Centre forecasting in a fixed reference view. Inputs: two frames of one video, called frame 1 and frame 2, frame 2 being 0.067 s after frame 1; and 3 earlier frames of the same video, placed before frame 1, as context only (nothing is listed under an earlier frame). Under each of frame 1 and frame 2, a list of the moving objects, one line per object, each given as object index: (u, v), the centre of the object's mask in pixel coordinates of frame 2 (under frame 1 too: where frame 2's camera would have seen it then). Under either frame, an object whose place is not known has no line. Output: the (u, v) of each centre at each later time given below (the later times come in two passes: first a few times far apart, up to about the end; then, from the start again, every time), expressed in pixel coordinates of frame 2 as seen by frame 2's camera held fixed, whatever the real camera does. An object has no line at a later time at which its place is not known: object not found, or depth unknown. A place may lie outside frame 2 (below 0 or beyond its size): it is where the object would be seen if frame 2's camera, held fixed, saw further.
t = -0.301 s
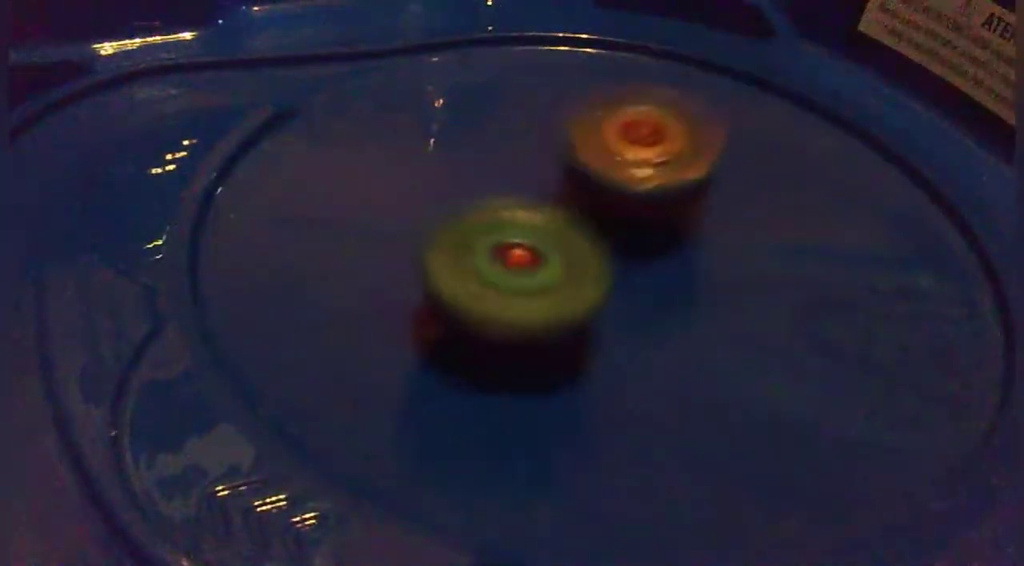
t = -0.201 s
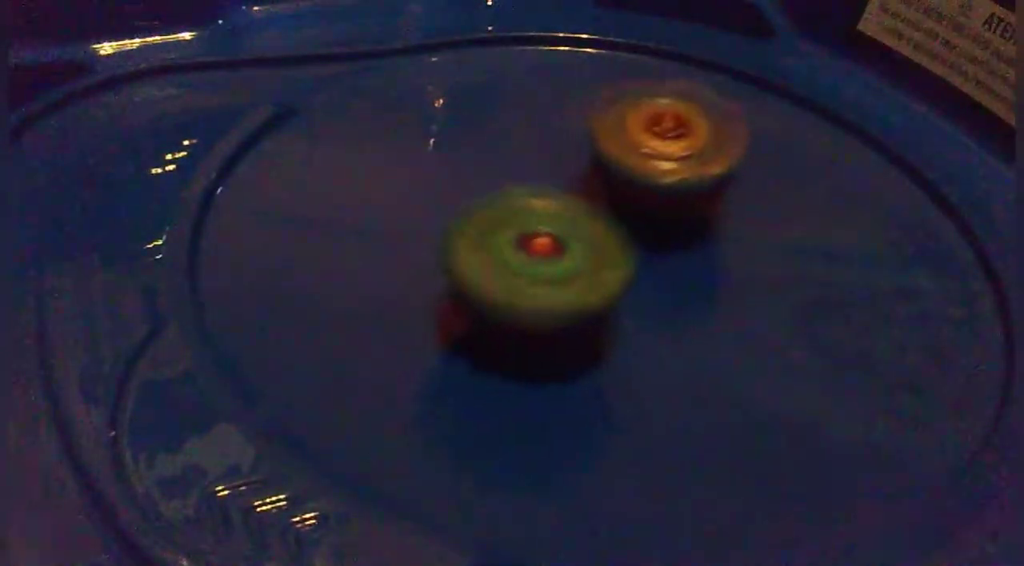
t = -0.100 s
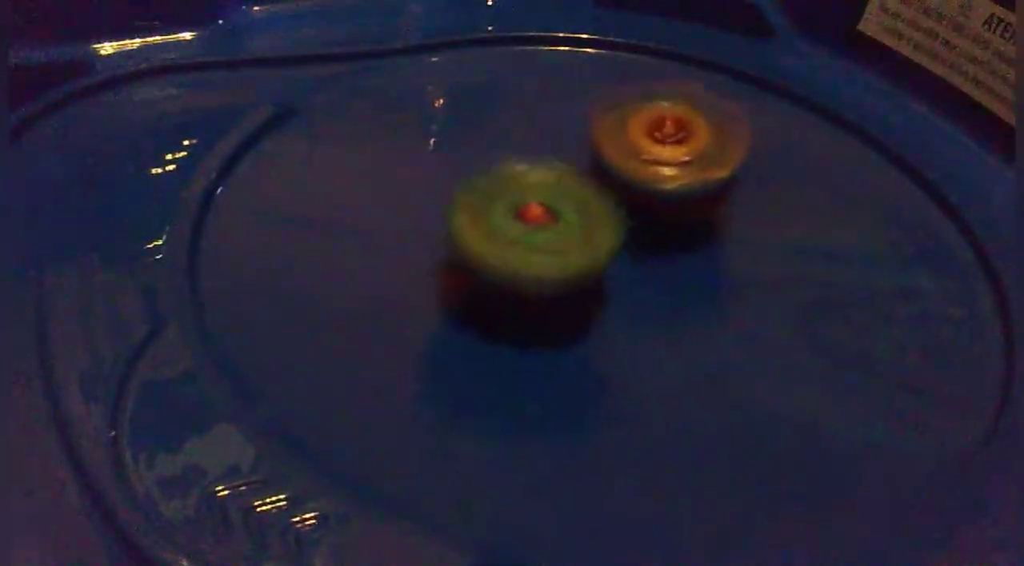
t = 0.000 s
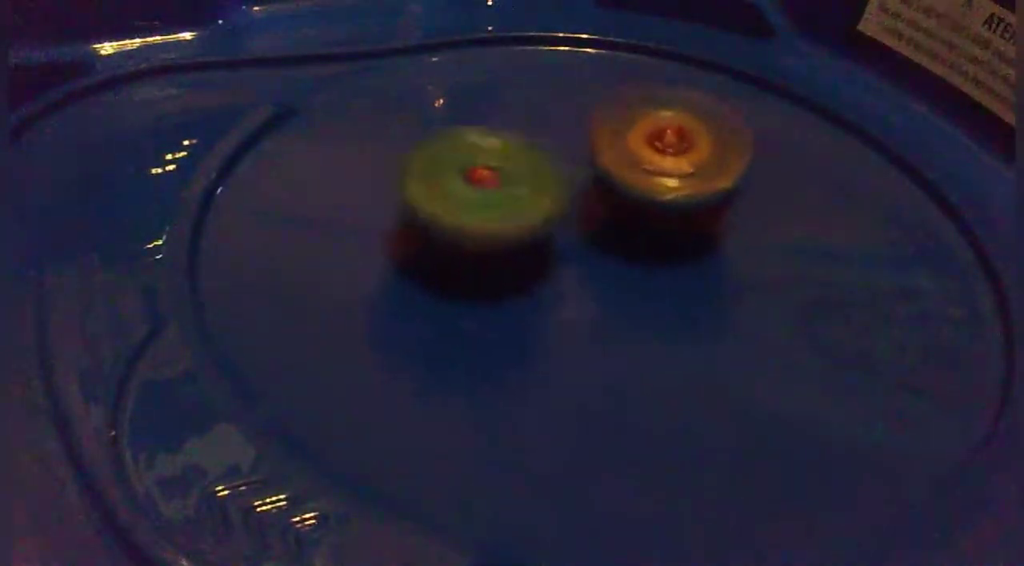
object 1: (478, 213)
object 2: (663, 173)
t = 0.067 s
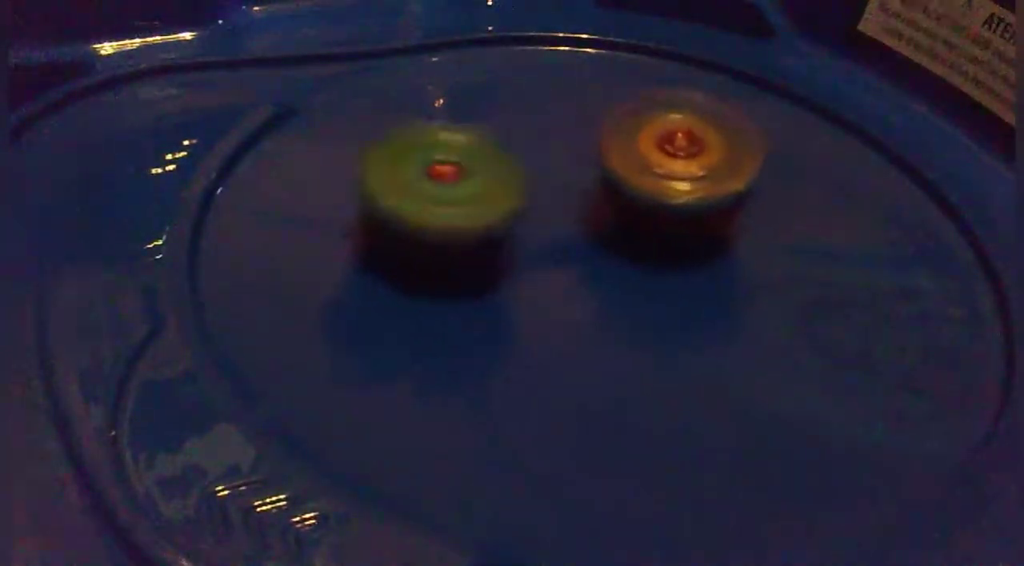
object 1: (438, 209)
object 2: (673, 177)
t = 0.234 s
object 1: (411, 251)
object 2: (684, 194)
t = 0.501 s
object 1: (501, 256)
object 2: (759, 217)
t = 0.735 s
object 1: (460, 223)
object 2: (794, 196)
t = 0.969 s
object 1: (492, 215)
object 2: (683, 228)
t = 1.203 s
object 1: (314, 172)
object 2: (945, 308)
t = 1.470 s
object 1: (378, 236)
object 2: (697, 198)
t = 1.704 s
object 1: (311, 218)
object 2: (783, 177)
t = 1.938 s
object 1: (407, 244)
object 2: (745, 156)
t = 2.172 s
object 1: (429, 158)
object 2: (787, 264)
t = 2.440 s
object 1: (368, 140)
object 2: (940, 279)
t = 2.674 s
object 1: (521, 182)
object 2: (675, 260)
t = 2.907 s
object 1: (590, 117)
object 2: (649, 453)
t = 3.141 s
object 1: (596, 110)
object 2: (641, 482)
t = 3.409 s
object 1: (669, 203)
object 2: (564, 341)
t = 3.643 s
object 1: (751, 285)
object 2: (409, 179)
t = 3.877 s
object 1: (789, 313)
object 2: (288, 122)
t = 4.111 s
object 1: (645, 304)
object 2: (465, 185)
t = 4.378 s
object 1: (498, 330)
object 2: (674, 115)
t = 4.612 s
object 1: (476, 332)
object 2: (653, 78)
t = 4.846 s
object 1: (456, 246)
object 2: (668, 203)
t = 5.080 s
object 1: (353, 170)
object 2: (925, 318)
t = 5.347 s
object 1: (422, 134)
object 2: (789, 384)
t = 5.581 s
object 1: (535, 155)
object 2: (544, 314)
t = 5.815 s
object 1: (658, 182)
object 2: (377, 259)
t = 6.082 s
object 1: (675, 261)
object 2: (501, 200)
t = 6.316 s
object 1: (698, 364)
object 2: (538, 146)
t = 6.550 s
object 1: (590, 363)
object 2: (591, 210)
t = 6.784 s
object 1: (510, 322)
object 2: (694, 255)
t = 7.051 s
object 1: (453, 292)
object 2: (731, 223)
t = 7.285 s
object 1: (441, 291)
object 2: (699, 209)
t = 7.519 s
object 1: (479, 302)
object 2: (611, 202)
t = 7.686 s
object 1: (496, 316)
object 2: (571, 179)
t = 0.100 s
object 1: (423, 212)
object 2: (677, 180)
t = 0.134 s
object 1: (410, 218)
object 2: (679, 183)
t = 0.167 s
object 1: (402, 228)
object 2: (680, 187)
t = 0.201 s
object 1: (403, 237)
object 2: (683, 189)
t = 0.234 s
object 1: (411, 251)
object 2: (684, 194)
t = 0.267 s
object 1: (427, 264)
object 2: (686, 199)
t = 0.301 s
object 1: (451, 273)
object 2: (686, 203)
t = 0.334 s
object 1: (478, 278)
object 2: (686, 207)
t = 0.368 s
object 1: (505, 277)
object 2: (689, 214)
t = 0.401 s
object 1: (525, 272)
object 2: (695, 217)
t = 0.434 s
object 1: (519, 268)
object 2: (715, 220)
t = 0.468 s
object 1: (510, 263)
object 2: (739, 218)
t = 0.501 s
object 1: (501, 256)
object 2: (759, 217)
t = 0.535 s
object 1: (491, 250)
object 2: (775, 213)
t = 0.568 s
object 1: (484, 242)
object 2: (787, 211)
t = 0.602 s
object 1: (476, 236)
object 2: (795, 207)
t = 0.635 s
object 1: (469, 229)
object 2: (798, 204)
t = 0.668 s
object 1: (465, 226)
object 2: (800, 201)
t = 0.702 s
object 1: (461, 223)
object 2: (798, 196)
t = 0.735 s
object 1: (460, 223)
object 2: (794, 196)
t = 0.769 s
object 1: (459, 222)
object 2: (785, 194)
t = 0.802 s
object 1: (459, 222)
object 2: (770, 193)
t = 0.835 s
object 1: (463, 222)
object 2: (751, 191)
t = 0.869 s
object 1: (470, 221)
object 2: (731, 193)
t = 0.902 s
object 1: (479, 221)
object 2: (712, 199)
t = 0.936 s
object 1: (488, 219)
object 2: (693, 210)
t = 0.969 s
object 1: (492, 215)
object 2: (683, 228)
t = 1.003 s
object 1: (459, 200)
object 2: (719, 251)
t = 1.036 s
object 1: (422, 187)
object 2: (768, 278)
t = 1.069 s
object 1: (392, 178)
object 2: (821, 296)
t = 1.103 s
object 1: (370, 173)
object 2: (868, 309)
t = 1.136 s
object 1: (350, 170)
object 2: (910, 313)
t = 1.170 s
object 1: (332, 170)
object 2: (934, 314)
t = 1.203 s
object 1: (314, 172)
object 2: (945, 308)
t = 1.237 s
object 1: (298, 174)
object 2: (952, 297)
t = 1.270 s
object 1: (287, 178)
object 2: (949, 279)
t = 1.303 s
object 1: (279, 186)
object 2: (934, 257)
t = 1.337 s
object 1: (279, 197)
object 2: (906, 236)
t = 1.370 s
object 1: (289, 211)
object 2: (859, 221)
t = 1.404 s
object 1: (314, 223)
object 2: (808, 208)
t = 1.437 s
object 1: (343, 231)
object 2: (752, 207)
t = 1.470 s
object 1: (378, 236)
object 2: (697, 198)
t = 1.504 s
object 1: (412, 236)
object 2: (642, 204)
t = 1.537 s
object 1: (422, 231)
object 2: (621, 196)
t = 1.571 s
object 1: (384, 224)
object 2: (660, 193)
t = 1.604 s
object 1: (354, 220)
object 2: (702, 189)
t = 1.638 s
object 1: (337, 219)
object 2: (737, 185)
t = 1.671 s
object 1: (323, 217)
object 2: (762, 182)
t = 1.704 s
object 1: (311, 218)
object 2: (783, 177)
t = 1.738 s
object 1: (304, 223)
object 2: (796, 171)
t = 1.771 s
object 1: (304, 227)
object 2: (803, 165)
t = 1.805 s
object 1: (311, 235)
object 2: (802, 158)
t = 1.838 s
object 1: (329, 241)
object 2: (796, 152)
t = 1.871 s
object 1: (353, 246)
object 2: (784, 150)
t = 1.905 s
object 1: (379, 247)
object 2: (765, 150)
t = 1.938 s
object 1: (407, 244)
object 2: (745, 156)
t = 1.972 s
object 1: (433, 240)
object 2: (720, 161)
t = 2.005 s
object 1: (458, 232)
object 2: (697, 170)
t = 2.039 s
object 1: (478, 222)
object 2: (676, 185)
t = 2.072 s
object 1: (484, 207)
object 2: (671, 202)
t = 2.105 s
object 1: (460, 188)
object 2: (710, 228)
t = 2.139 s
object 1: (444, 173)
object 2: (750, 249)
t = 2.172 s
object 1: (429, 158)
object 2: (787, 264)
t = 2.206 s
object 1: (416, 148)
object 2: (825, 278)
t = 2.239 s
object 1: (404, 140)
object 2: (864, 292)
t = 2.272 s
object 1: (392, 135)
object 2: (897, 297)
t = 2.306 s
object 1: (382, 129)
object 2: (927, 301)
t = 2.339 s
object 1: (372, 128)
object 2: (944, 304)
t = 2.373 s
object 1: (365, 128)
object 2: (950, 303)
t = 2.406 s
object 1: (362, 133)
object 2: (949, 294)
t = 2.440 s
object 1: (368, 140)
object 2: (940, 279)
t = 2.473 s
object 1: (378, 149)
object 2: (921, 269)
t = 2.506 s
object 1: (397, 160)
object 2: (891, 264)
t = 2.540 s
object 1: (419, 168)
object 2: (853, 253)
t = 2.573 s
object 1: (447, 177)
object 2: (810, 249)
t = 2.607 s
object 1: (474, 180)
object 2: (762, 253)
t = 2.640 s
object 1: (499, 183)
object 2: (715, 253)
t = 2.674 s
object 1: (521, 182)
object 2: (675, 260)
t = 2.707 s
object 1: (533, 168)
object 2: (656, 287)
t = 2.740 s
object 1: (548, 158)
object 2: (643, 317)
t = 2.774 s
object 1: (560, 151)
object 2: (638, 347)
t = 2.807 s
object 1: (568, 142)
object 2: (637, 375)
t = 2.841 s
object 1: (578, 134)
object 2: (640, 403)
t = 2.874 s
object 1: (584, 127)
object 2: (642, 430)
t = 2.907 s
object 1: (590, 117)
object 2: (649, 453)
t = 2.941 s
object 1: (594, 109)
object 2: (660, 465)
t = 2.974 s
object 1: (597, 103)
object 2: (675, 478)
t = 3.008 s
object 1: (598, 100)
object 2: (690, 485)
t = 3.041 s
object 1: (597, 98)
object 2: (686, 487)
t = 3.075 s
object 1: (597, 98)
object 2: (675, 486)
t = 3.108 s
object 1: (596, 104)
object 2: (657, 483)
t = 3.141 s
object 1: (596, 110)
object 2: (641, 482)
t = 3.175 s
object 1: (599, 119)
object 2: (626, 480)
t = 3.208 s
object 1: (602, 131)
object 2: (617, 476)
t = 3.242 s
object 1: (608, 145)
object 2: (615, 470)
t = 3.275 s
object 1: (616, 159)
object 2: (615, 457)
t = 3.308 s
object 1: (627, 169)
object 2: (611, 432)
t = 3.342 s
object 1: (640, 181)
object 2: (600, 401)
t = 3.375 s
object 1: (652, 192)
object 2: (583, 369)
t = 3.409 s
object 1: (669, 203)
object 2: (564, 341)
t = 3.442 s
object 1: (684, 215)
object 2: (541, 311)
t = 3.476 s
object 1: (694, 229)
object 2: (521, 285)
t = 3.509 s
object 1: (704, 243)
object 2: (499, 258)
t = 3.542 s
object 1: (715, 255)
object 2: (475, 238)
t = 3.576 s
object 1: (726, 267)
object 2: (453, 218)
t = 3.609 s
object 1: (739, 275)
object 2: (429, 198)
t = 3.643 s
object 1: (751, 285)
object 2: (409, 179)
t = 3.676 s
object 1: (763, 295)
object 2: (387, 162)
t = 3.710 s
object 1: (776, 301)
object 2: (367, 148)
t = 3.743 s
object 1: (784, 308)
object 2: (347, 136)
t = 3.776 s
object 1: (791, 314)
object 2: (325, 123)
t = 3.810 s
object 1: (795, 315)
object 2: (307, 117)
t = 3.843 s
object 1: (794, 315)
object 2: (294, 116)
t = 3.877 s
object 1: (789, 313)
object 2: (288, 122)
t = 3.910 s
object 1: (779, 312)
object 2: (293, 134)
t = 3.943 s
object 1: (762, 309)
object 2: (308, 148)
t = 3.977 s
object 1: (739, 306)
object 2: (331, 159)
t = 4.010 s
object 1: (718, 305)
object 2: (358, 170)
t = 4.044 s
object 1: (694, 302)
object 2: (389, 175)
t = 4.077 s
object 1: (668, 304)
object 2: (425, 180)
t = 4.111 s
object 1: (645, 304)
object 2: (465, 185)
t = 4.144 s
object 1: (620, 303)
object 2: (501, 181)
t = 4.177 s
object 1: (597, 305)
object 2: (533, 169)
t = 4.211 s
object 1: (580, 310)
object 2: (569, 158)
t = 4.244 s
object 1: (561, 314)
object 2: (597, 155)
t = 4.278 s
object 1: (544, 319)
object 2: (621, 151)
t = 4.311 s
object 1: (527, 322)
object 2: (642, 142)
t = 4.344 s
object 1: (509, 325)
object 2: (660, 128)
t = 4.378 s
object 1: (498, 330)
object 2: (674, 115)
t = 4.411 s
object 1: (487, 332)
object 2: (684, 104)
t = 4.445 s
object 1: (475, 334)
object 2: (692, 91)
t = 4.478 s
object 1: (470, 337)
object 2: (694, 83)
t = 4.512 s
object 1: (466, 338)
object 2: (689, 76)
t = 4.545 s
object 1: (467, 339)
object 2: (679, 71)
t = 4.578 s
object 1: (472, 336)
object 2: (666, 72)
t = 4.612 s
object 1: (476, 332)
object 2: (653, 78)
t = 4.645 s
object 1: (485, 325)
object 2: (642, 87)
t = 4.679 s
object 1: (491, 314)
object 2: (633, 101)
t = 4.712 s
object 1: (497, 303)
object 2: (625, 123)
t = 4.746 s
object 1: (501, 289)
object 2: (620, 137)
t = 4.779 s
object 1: (503, 278)
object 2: (623, 154)
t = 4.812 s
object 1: (501, 264)
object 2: (636, 172)
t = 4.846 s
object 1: (456, 246)
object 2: (668, 203)
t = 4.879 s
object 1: (419, 230)
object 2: (735, 228)
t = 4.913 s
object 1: (391, 215)
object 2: (801, 241)
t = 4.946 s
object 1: (377, 207)
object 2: (845, 258)
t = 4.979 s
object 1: (368, 196)
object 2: (881, 276)
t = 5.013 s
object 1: (360, 187)
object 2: (908, 290)
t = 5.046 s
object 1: (356, 180)
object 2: (922, 308)
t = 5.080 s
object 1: (353, 170)
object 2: (925, 318)
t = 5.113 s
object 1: (353, 163)
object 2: (925, 327)
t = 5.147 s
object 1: (355, 156)
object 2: (925, 340)
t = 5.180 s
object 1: (361, 149)
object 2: (917, 351)
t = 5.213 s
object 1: (366, 144)
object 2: (903, 363)
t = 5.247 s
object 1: (380, 137)
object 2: (891, 372)
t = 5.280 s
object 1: (392, 136)
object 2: (860, 377)
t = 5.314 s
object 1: (405, 134)
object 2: (829, 378)
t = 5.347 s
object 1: (422, 134)
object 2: (789, 384)
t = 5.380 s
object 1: (436, 134)
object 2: (750, 384)
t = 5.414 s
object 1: (456, 134)
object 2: (707, 384)
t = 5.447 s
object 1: (473, 138)
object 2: (668, 374)
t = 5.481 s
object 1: (487, 142)
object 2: (631, 362)
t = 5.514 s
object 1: (505, 148)
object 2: (601, 350)
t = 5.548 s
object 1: (518, 154)
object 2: (568, 333)
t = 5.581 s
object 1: (535, 155)
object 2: (544, 314)
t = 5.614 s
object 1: (553, 158)
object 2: (525, 298)
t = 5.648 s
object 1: (578, 163)
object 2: (494, 288)
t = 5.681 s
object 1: (601, 164)
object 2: (454, 288)
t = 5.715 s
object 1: (620, 166)
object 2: (419, 288)
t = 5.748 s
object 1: (638, 170)
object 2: (394, 278)
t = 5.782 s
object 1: (648, 178)
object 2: (382, 271)
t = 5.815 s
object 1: (658, 182)
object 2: (377, 259)
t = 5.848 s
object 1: (668, 193)
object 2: (383, 247)
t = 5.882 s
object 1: (676, 200)
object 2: (393, 236)
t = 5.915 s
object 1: (682, 212)
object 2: (408, 226)
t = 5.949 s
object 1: (686, 219)
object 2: (422, 218)
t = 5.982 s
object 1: (687, 231)
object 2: (444, 209)
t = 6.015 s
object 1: (686, 239)
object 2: (462, 206)
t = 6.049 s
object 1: (680, 252)
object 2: (480, 202)
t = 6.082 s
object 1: (675, 261)
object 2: (501, 200)
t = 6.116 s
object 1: (688, 277)
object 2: (513, 184)
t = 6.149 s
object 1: (714, 307)
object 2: (510, 167)
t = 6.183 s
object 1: (724, 331)
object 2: (510, 155)
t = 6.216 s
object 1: (728, 341)
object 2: (512, 147)
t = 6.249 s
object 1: (721, 357)
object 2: (518, 143)
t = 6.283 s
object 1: (708, 356)
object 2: (527, 142)
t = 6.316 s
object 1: (698, 364)
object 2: (538, 146)
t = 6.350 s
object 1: (680, 366)
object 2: (551, 156)
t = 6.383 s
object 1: (664, 363)
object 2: (561, 165)
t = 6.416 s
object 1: (646, 372)
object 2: (571, 176)
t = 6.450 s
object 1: (633, 367)
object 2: (576, 188)
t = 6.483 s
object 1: (620, 366)
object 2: (579, 196)
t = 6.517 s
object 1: (604, 367)
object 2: (584, 206)
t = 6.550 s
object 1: (590, 363)
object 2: (591, 210)
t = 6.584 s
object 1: (583, 356)
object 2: (601, 210)
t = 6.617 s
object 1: (574, 355)
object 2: (612, 221)
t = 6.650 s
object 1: (555, 347)
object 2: (626, 225)
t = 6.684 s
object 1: (545, 342)
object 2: (641, 233)
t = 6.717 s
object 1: (532, 332)
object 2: (664, 239)
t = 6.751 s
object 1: (524, 329)
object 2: (676, 248)
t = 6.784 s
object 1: (510, 322)
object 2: (694, 255)
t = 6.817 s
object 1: (499, 316)
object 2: (700, 252)
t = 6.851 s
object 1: (494, 310)
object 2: (706, 249)
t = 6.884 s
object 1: (488, 303)
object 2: (709, 242)
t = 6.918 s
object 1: (482, 300)
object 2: (709, 239)
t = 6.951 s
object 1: (476, 298)
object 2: (710, 230)
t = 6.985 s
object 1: (468, 296)
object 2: (718, 228)
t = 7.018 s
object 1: (460, 293)
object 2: (726, 225)
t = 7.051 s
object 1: (453, 292)
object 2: (731, 223)
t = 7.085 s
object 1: (449, 292)
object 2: (736, 221)
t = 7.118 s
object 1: (444, 291)
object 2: (734, 218)
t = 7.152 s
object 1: (442, 291)
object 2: (733, 217)
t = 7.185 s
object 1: (440, 292)
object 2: (727, 213)
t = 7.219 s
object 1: (439, 291)
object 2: (723, 215)
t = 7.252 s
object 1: (440, 291)
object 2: (712, 211)
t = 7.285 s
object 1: (441, 291)
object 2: (699, 209)
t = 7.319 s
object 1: (444, 291)
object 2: (688, 209)
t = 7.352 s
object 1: (446, 291)
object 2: (679, 207)
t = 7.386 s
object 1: (449, 291)
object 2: (664, 203)
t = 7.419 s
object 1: (453, 293)
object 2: (647, 204)
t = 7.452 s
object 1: (461, 295)
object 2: (635, 202)
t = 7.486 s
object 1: (470, 297)
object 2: (623, 206)
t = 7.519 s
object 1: (479, 302)
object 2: (611, 202)
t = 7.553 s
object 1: (488, 305)
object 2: (604, 202)
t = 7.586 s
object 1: (491, 308)
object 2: (594, 193)
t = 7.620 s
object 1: (493, 311)
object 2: (585, 188)
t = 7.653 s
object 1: (494, 314)
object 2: (576, 184)
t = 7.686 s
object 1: (496, 316)
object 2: (571, 179)
